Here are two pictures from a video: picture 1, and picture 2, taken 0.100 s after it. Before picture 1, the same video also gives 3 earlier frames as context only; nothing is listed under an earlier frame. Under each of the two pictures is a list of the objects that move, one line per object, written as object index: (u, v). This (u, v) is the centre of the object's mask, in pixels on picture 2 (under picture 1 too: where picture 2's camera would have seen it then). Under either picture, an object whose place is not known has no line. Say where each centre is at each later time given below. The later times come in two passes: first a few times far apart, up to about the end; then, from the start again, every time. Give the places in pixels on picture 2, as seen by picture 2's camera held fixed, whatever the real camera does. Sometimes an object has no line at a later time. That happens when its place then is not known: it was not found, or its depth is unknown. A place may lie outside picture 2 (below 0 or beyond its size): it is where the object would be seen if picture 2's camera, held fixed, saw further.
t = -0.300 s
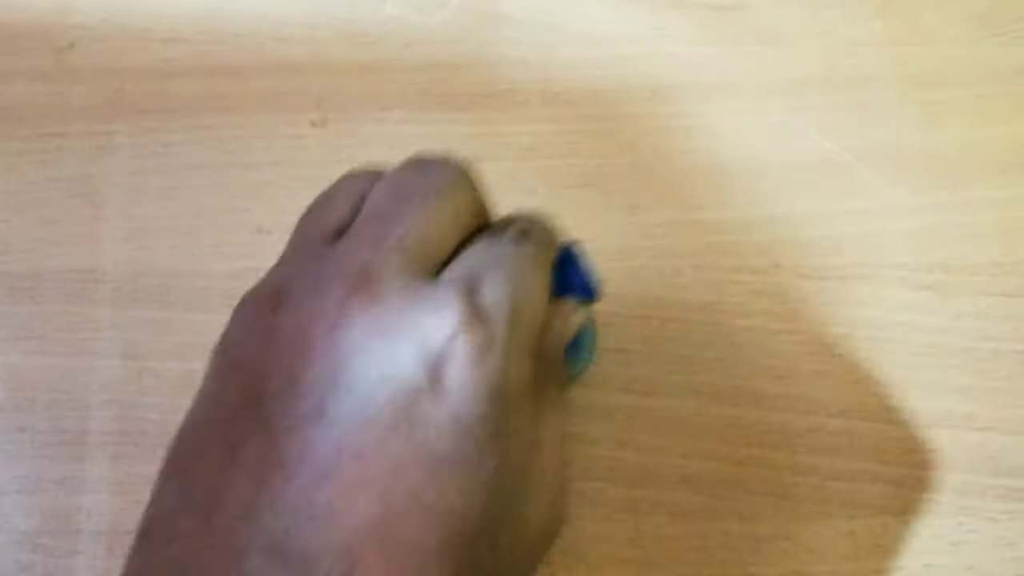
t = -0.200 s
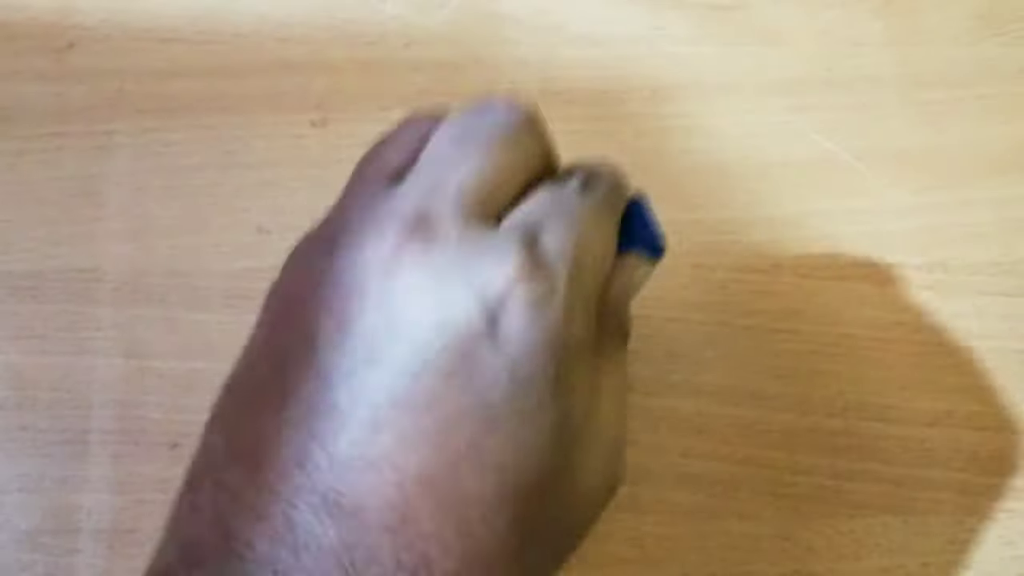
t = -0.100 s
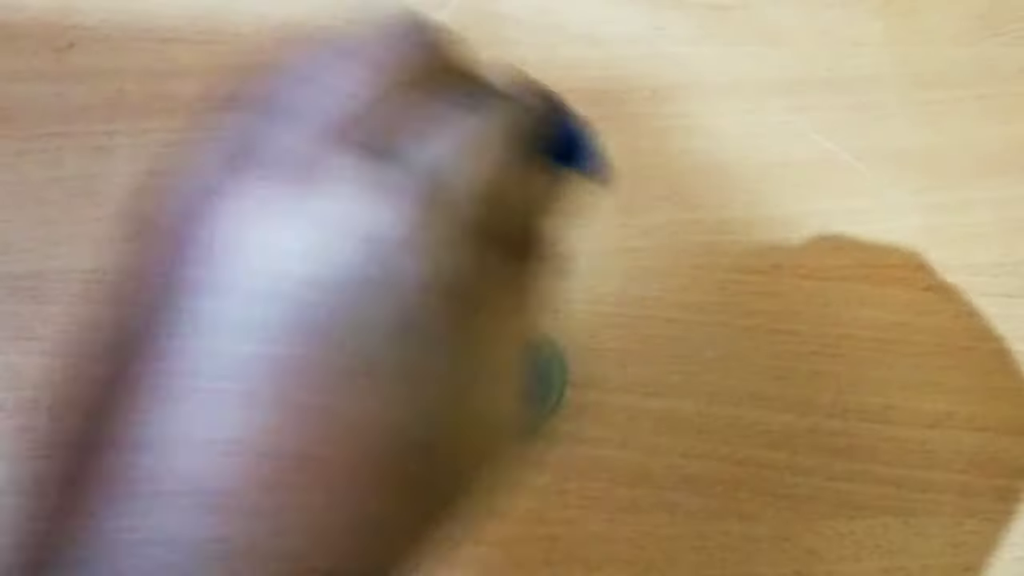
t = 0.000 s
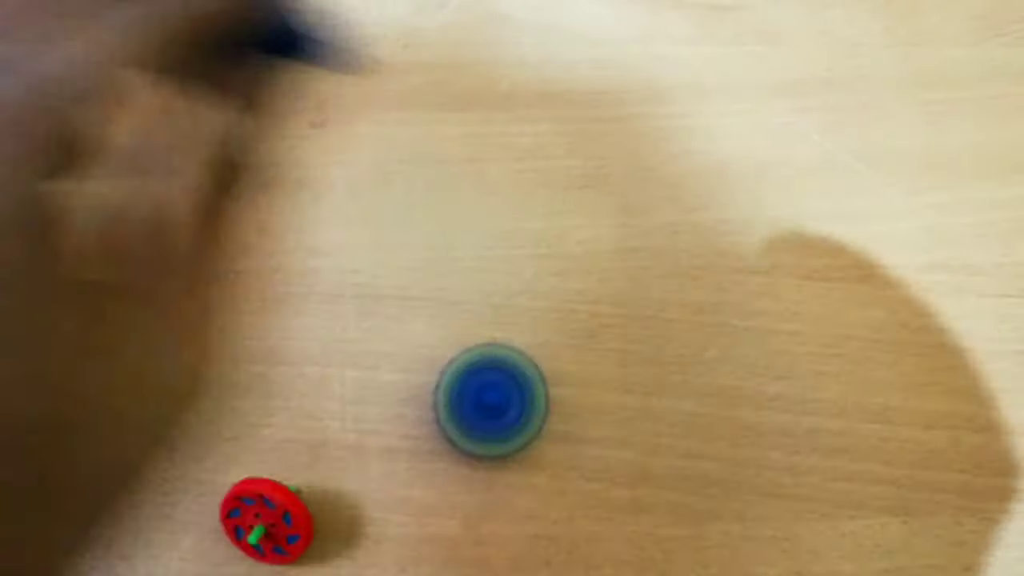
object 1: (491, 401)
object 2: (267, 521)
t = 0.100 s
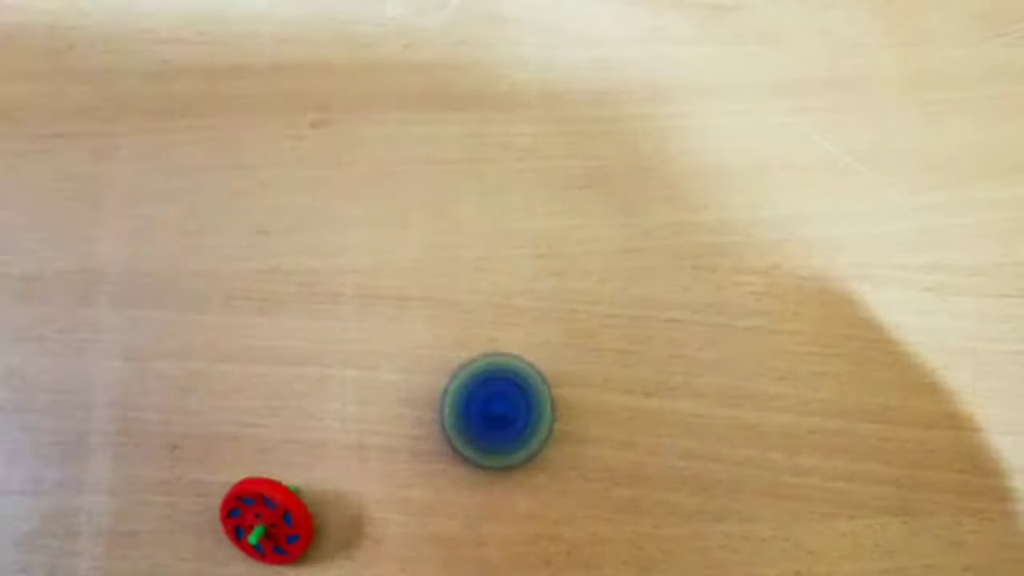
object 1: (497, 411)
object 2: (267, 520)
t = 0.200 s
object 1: (503, 423)
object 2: (266, 521)
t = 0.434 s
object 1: (506, 457)
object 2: (267, 521)
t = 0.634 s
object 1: (495, 487)
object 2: (267, 521)
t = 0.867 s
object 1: (466, 515)
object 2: (267, 521)
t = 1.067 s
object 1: (433, 527)
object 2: (267, 521)
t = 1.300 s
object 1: (394, 527)
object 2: (267, 521)
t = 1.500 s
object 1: (378, 529)
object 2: (255, 512)
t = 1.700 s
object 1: (364, 524)
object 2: (243, 484)
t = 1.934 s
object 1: (356, 512)
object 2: (243, 487)
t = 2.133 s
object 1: (358, 505)
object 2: (253, 511)
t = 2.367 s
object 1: (373, 514)
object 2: (252, 510)
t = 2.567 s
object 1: (375, 522)
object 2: (260, 517)
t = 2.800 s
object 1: (379, 536)
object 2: (251, 511)
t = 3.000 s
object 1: (368, 546)
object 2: (248, 507)
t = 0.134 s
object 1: (499, 415)
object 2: (267, 521)
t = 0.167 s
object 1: (502, 419)
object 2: (267, 521)
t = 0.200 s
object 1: (503, 423)
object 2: (266, 521)
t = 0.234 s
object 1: (504, 428)
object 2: (267, 521)
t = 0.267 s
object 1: (506, 432)
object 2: (267, 521)
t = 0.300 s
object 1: (507, 437)
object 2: (267, 521)
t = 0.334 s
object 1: (507, 442)
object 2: (267, 521)
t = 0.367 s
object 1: (507, 447)
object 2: (267, 521)
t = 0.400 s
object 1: (506, 452)
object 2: (267, 521)
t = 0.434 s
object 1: (506, 457)
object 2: (267, 521)
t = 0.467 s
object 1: (505, 463)
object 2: (267, 521)
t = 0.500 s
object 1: (504, 468)
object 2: (267, 521)
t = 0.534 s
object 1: (502, 472)
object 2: (267, 520)
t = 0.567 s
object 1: (500, 477)
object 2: (267, 521)
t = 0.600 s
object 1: (497, 482)
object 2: (266, 521)
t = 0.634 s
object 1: (495, 487)
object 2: (267, 521)
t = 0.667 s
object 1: (492, 492)
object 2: (267, 521)
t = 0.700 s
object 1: (488, 496)
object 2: (267, 521)
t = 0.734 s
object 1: (484, 499)
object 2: (267, 521)
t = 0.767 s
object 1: (480, 504)
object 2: (267, 521)
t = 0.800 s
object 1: (476, 507)
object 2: (267, 521)
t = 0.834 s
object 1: (471, 511)
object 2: (267, 521)
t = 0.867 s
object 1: (466, 515)
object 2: (267, 521)
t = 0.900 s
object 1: (460, 518)
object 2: (267, 521)
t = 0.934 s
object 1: (455, 521)
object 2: (267, 521)
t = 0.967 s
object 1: (451, 523)
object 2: (267, 521)
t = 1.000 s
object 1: (445, 524)
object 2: (267, 521)
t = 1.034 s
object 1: (439, 526)
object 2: (267, 521)
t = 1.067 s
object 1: (433, 527)
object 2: (267, 521)
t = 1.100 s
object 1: (428, 528)
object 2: (267, 521)
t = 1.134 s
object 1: (423, 528)
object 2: (267, 521)
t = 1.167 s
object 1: (417, 529)
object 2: (267, 521)
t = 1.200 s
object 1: (412, 529)
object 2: (267, 521)
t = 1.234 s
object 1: (406, 528)
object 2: (267, 521)
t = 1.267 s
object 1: (401, 528)
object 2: (267, 521)
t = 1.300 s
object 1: (394, 527)
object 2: (267, 521)
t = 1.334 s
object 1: (390, 527)
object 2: (267, 521)
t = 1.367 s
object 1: (384, 525)
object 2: (266, 521)
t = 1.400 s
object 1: (379, 524)
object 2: (266, 521)
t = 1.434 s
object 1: (376, 524)
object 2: (266, 520)
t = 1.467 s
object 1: (378, 527)
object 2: (260, 517)
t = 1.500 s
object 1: (378, 529)
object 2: (255, 512)
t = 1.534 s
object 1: (375, 529)
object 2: (250, 507)
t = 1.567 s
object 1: (372, 528)
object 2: (247, 501)
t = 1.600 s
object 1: (371, 527)
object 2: (245, 496)
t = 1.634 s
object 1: (368, 526)
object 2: (243, 491)
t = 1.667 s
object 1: (366, 525)
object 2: (243, 487)
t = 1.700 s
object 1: (364, 524)
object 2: (243, 484)
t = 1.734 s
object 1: (363, 522)
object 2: (243, 482)
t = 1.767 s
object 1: (361, 520)
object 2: (244, 480)
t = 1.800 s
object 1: (360, 519)
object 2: (244, 480)
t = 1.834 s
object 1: (359, 518)
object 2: (244, 481)
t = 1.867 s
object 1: (358, 516)
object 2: (244, 482)
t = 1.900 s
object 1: (357, 514)
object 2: (243, 484)
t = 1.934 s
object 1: (356, 512)
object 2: (243, 487)
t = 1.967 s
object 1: (355, 511)
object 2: (244, 490)
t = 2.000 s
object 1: (355, 509)
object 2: (245, 494)
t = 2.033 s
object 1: (355, 507)
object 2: (246, 498)
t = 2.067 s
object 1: (356, 505)
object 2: (248, 503)
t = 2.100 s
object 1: (356, 504)
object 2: (251, 508)
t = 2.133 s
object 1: (358, 505)
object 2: (253, 511)
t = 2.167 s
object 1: (365, 509)
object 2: (252, 510)
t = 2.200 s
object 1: (367, 510)
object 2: (252, 509)
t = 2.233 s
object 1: (368, 510)
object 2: (251, 509)
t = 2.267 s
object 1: (369, 511)
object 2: (251, 509)
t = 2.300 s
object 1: (371, 511)
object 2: (252, 509)
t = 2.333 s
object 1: (372, 512)
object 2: (252, 509)
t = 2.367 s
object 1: (373, 514)
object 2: (252, 510)
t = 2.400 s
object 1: (373, 515)
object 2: (253, 511)
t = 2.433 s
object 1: (373, 516)
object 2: (254, 512)
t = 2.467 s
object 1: (374, 518)
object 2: (255, 513)
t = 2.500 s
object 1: (374, 519)
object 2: (257, 514)
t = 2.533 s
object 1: (375, 521)
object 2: (258, 515)
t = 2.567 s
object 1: (375, 522)
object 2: (260, 517)
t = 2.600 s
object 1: (375, 524)
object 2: (261, 518)
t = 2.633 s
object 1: (375, 525)
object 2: (263, 519)
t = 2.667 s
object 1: (378, 528)
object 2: (263, 519)
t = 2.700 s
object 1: (381, 533)
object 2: (260, 516)
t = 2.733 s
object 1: (380, 535)
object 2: (256, 515)
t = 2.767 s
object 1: (380, 535)
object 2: (253, 513)
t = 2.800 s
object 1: (379, 536)
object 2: (251, 511)
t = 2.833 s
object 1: (379, 536)
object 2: (250, 508)
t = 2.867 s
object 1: (377, 538)
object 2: (250, 506)
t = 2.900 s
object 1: (375, 541)
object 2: (248, 505)
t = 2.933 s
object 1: (373, 543)
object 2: (248, 505)
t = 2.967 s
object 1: (370, 544)
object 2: (248, 505)
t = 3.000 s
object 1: (368, 546)
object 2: (248, 507)
